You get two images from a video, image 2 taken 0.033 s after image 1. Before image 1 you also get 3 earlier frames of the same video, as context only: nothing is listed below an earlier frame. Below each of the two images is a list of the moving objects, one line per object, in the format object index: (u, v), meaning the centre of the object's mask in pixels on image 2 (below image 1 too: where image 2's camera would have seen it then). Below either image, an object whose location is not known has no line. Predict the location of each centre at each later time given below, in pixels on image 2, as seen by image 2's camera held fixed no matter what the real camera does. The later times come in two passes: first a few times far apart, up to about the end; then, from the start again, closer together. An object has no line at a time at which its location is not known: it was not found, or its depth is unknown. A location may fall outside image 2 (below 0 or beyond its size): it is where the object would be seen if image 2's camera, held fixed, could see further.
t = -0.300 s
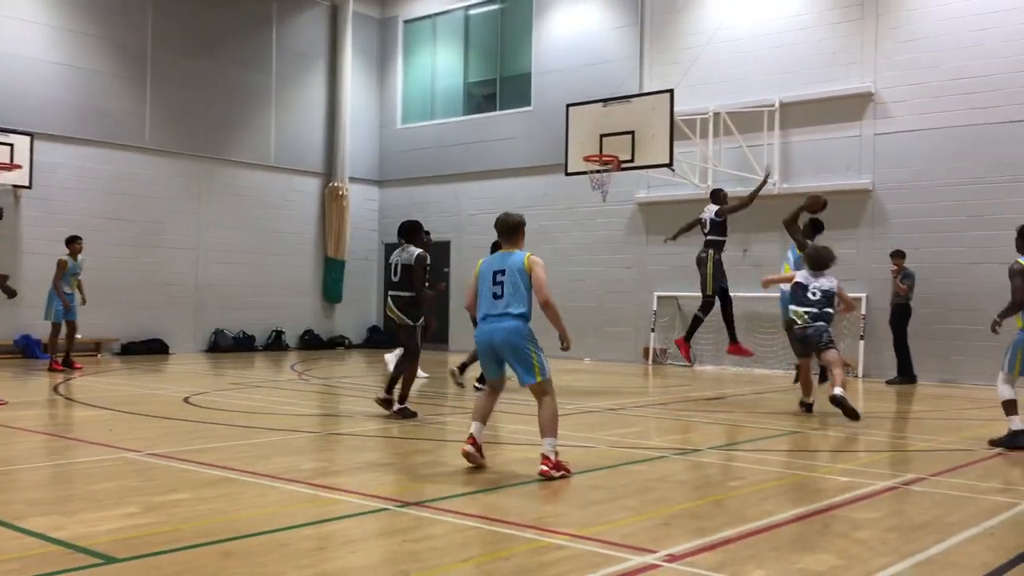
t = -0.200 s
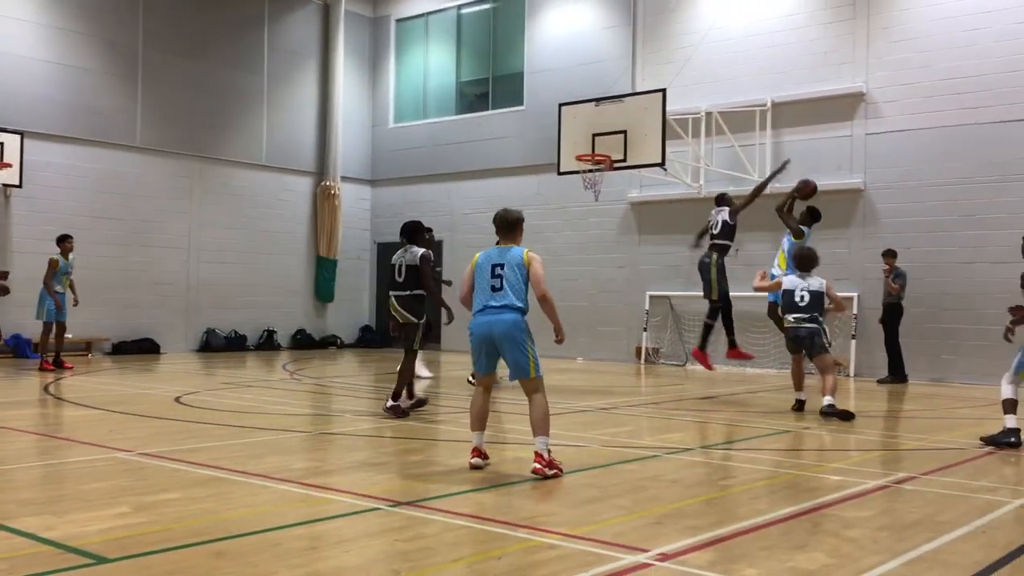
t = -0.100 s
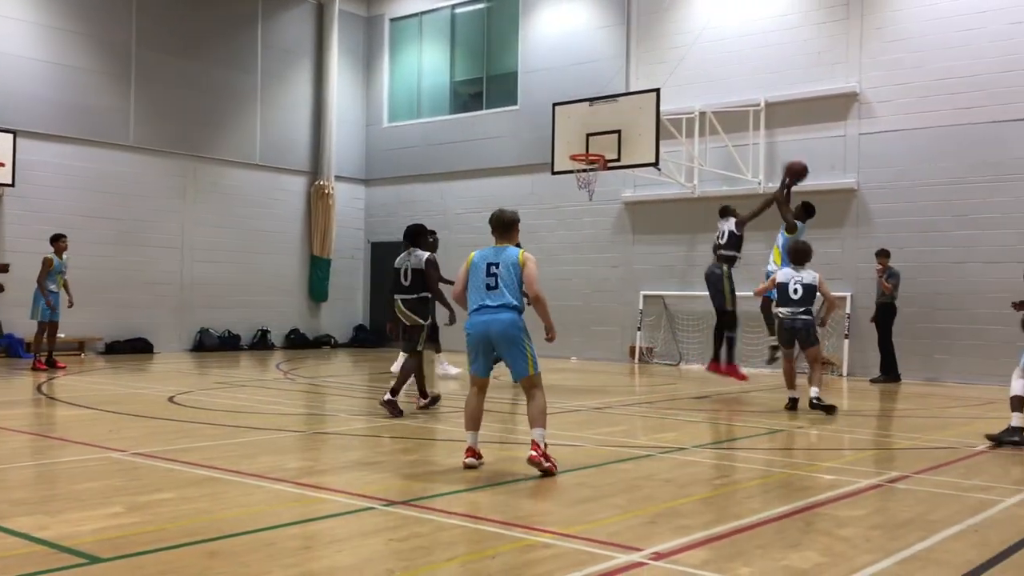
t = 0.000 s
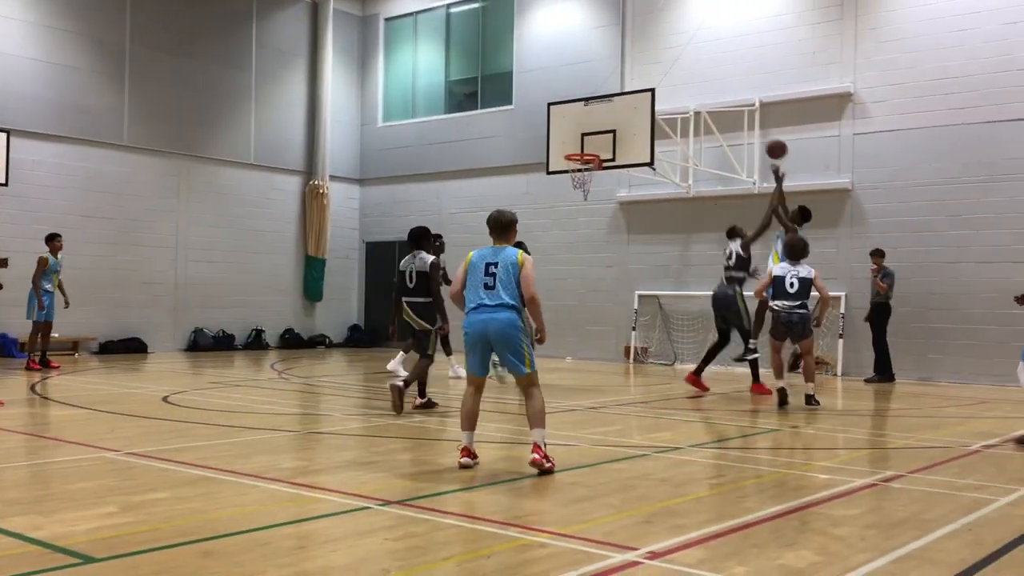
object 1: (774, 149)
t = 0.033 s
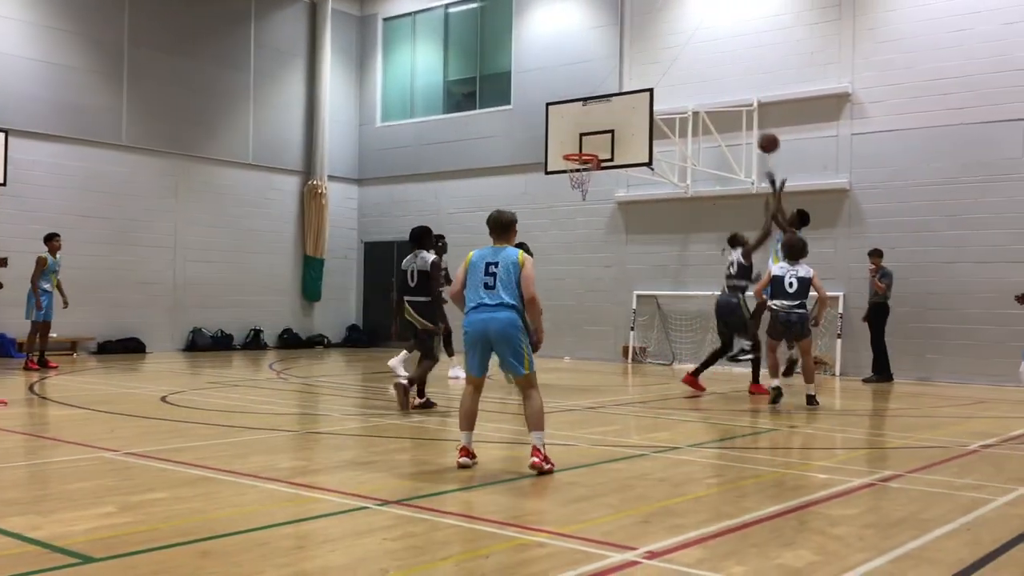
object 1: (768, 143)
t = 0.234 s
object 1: (734, 126)
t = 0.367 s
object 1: (710, 134)
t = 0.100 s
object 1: (756, 133)
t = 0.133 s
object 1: (751, 130)
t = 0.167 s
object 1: (745, 128)
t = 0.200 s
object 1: (740, 127)
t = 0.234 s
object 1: (734, 126)
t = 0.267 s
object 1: (727, 127)
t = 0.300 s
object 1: (722, 129)
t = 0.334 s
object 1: (716, 131)
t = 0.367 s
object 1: (710, 134)
